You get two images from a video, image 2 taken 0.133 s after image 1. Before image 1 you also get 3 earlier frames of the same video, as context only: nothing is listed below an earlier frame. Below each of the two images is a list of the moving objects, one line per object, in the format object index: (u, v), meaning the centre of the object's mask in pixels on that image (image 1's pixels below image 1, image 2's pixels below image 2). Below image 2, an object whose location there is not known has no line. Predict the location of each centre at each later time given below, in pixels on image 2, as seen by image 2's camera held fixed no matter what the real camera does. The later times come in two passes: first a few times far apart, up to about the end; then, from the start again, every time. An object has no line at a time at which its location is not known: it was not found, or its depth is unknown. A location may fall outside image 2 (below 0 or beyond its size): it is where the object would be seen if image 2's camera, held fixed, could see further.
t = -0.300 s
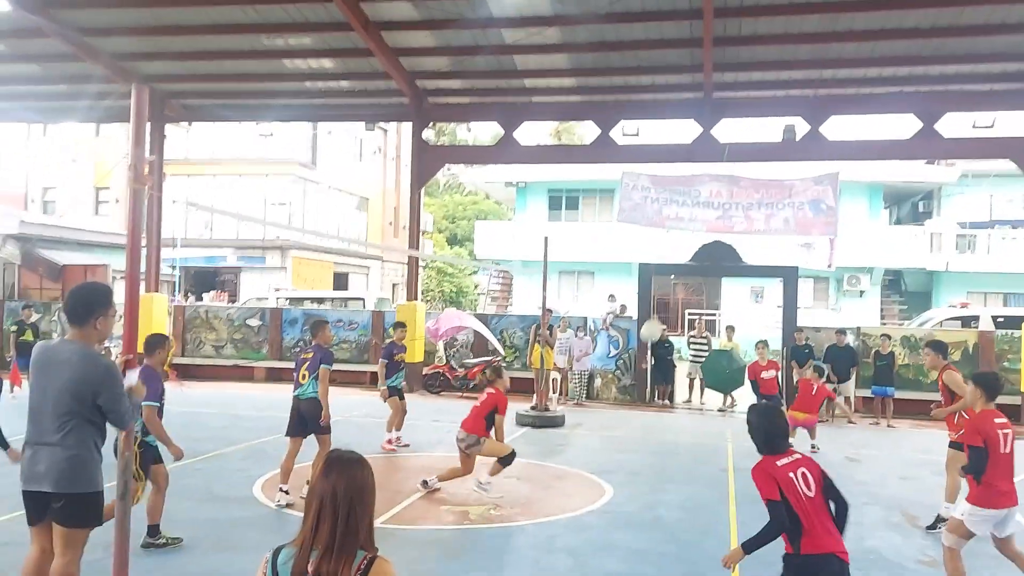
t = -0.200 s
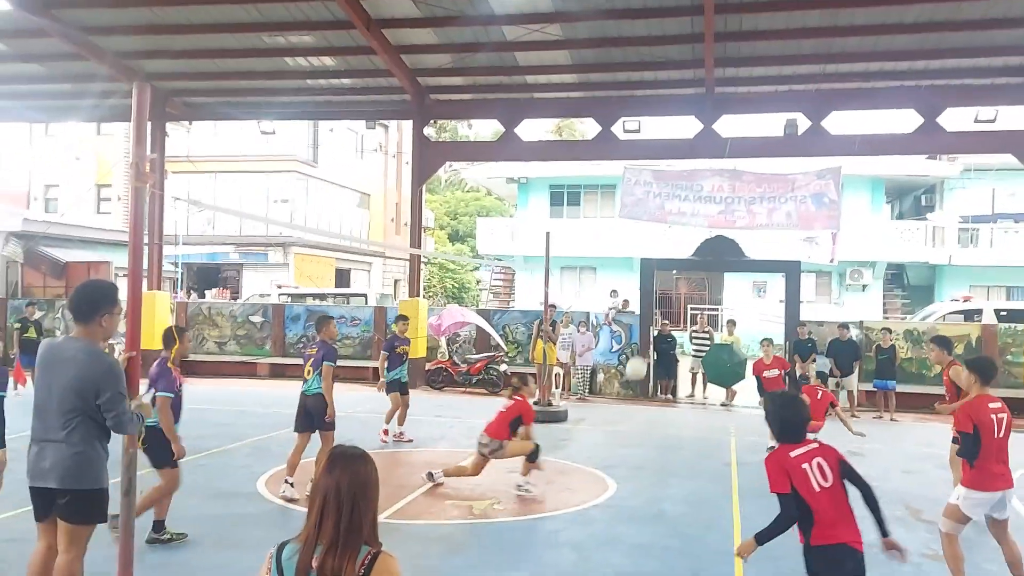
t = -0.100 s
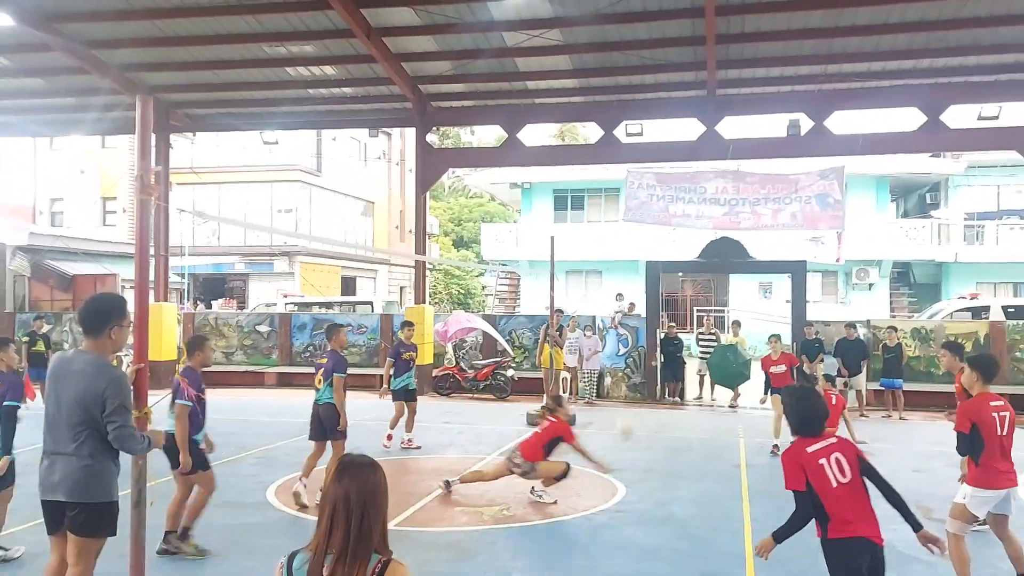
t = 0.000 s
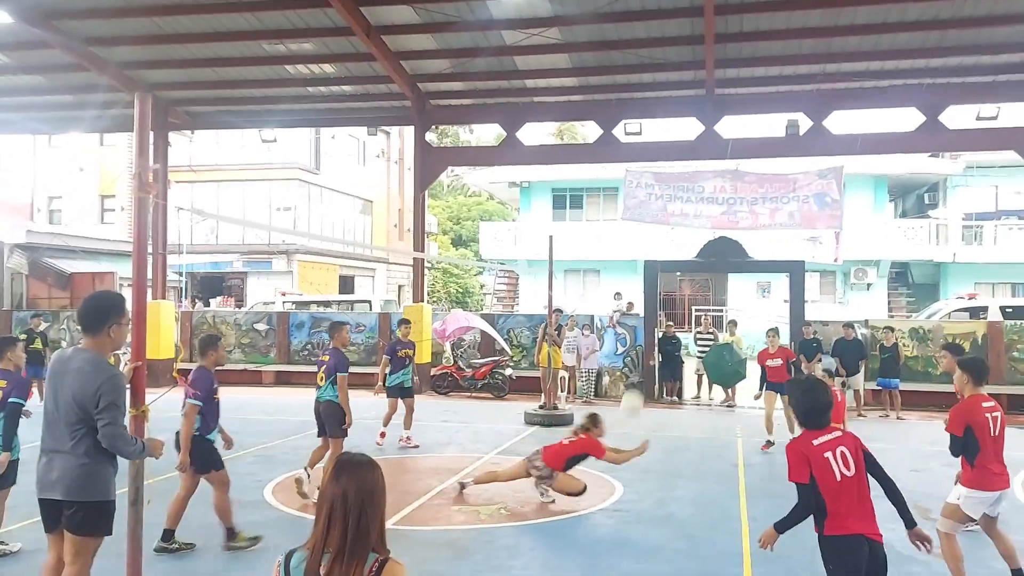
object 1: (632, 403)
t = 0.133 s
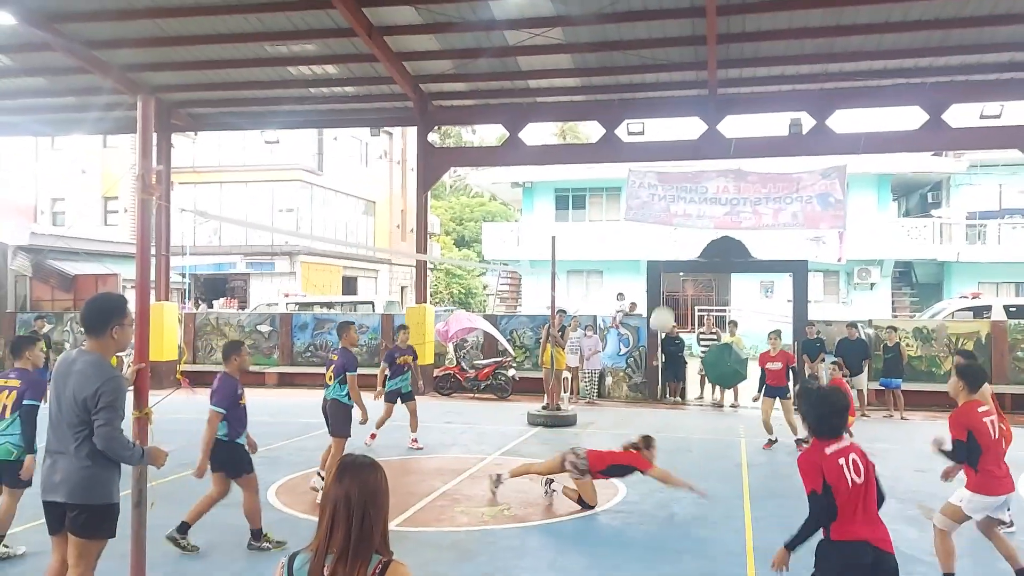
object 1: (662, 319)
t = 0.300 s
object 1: (699, 225)
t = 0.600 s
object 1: (775, 106)
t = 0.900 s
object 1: (874, 86)
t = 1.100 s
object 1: (963, 156)
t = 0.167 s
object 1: (669, 300)
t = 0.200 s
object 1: (677, 280)
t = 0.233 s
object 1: (683, 265)
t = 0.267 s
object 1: (691, 245)
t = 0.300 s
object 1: (699, 225)
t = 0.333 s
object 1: (706, 210)
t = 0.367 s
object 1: (715, 194)
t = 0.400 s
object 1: (722, 180)
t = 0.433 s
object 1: (730, 163)
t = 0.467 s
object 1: (739, 150)
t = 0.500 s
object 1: (746, 144)
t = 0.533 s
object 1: (756, 131)
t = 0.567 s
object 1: (766, 115)
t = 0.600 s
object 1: (775, 106)
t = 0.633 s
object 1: (784, 99)
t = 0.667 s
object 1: (794, 93)
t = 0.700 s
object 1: (804, 88)
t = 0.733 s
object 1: (815, 83)
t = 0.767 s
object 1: (825, 80)
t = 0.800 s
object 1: (837, 78)
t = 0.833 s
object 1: (849, 79)
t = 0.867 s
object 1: (861, 83)
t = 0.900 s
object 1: (874, 86)
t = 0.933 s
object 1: (887, 91)
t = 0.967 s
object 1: (901, 97)
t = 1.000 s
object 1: (917, 109)
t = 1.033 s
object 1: (934, 126)
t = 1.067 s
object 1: (946, 139)
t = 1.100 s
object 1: (963, 156)
